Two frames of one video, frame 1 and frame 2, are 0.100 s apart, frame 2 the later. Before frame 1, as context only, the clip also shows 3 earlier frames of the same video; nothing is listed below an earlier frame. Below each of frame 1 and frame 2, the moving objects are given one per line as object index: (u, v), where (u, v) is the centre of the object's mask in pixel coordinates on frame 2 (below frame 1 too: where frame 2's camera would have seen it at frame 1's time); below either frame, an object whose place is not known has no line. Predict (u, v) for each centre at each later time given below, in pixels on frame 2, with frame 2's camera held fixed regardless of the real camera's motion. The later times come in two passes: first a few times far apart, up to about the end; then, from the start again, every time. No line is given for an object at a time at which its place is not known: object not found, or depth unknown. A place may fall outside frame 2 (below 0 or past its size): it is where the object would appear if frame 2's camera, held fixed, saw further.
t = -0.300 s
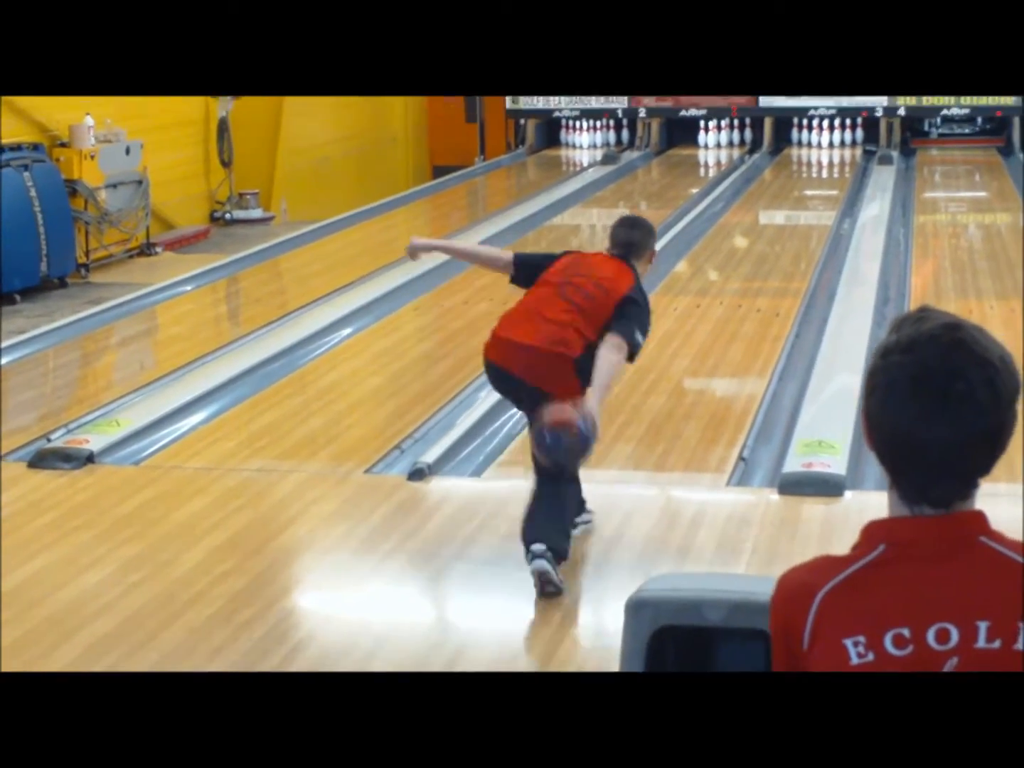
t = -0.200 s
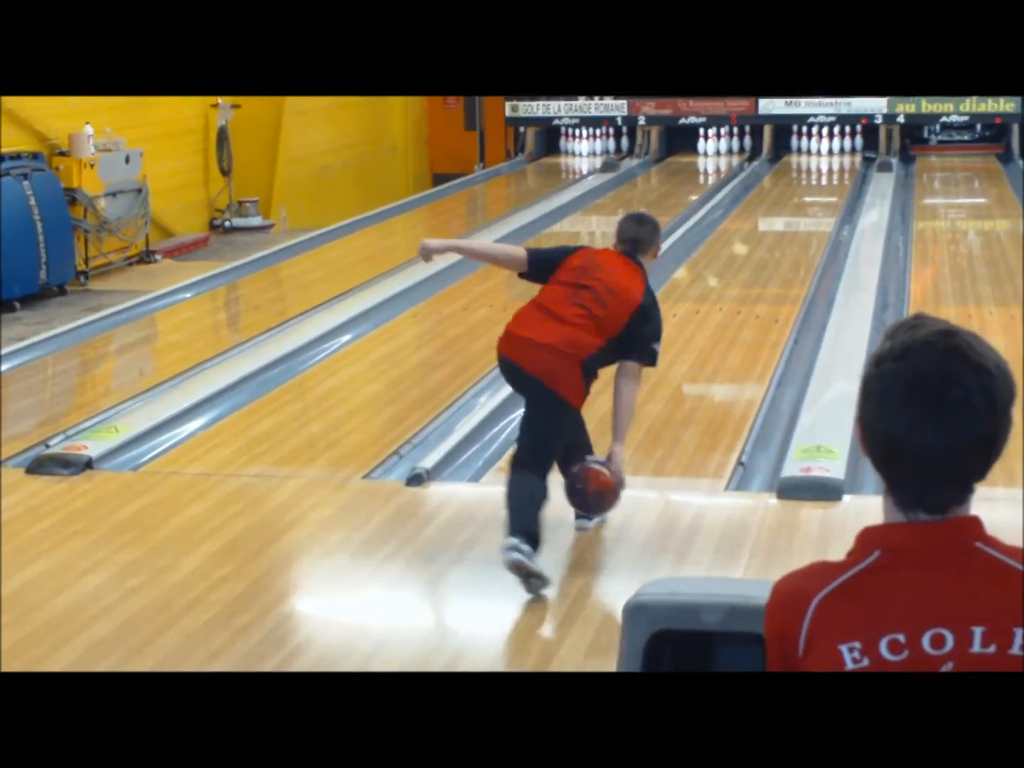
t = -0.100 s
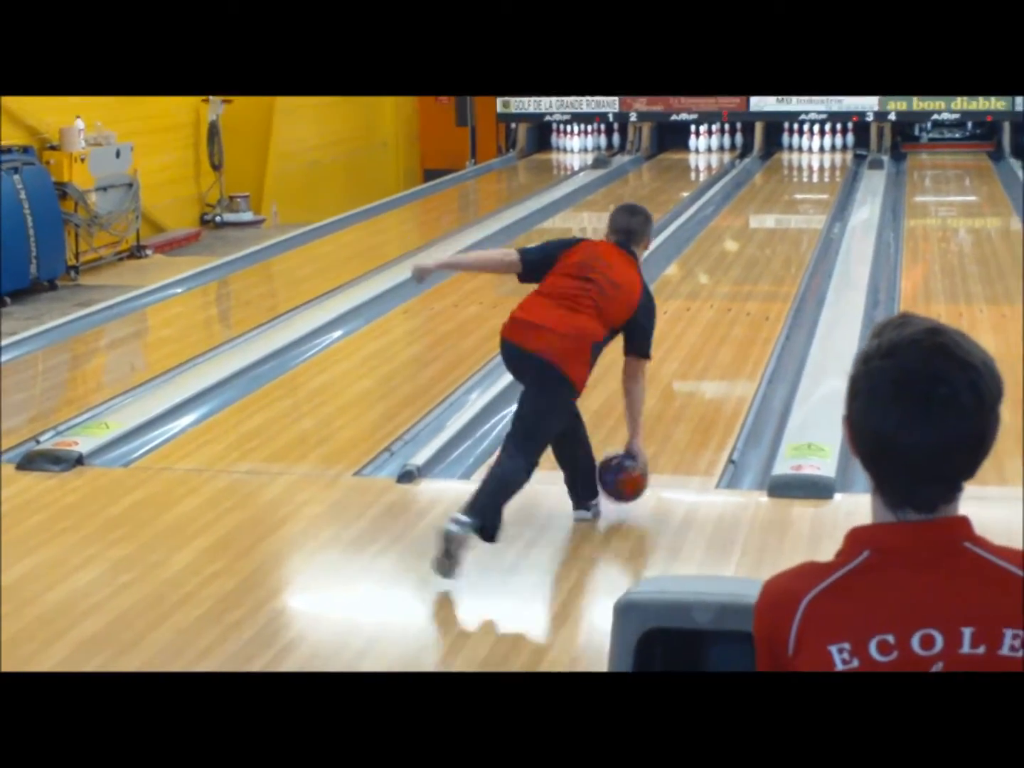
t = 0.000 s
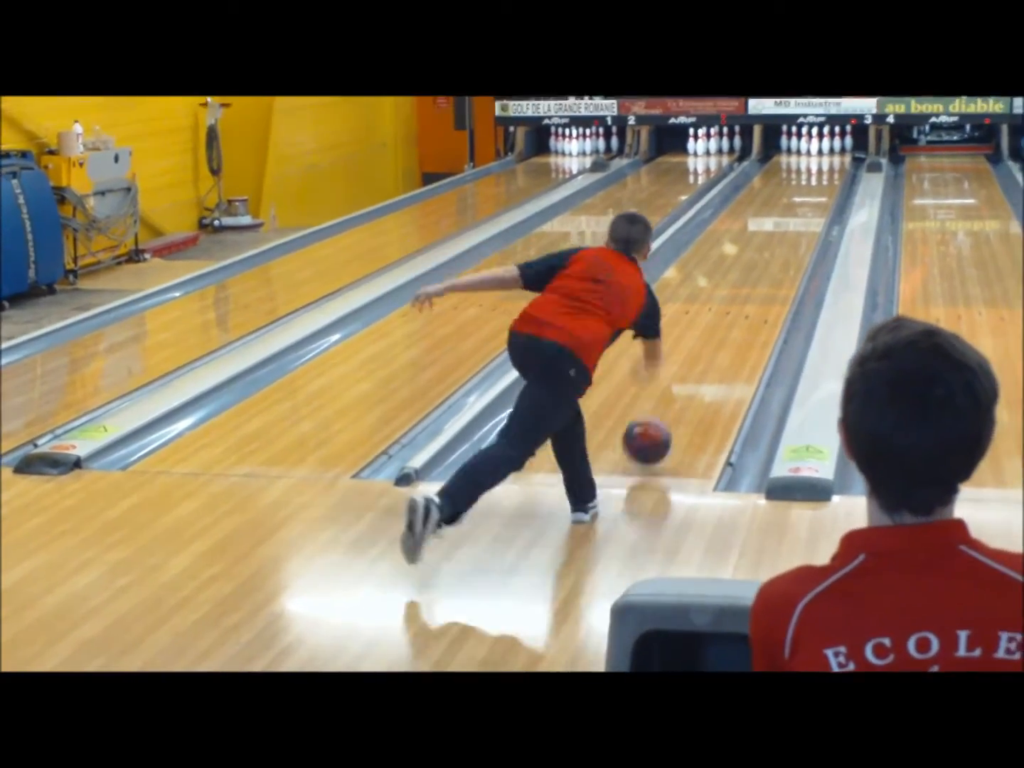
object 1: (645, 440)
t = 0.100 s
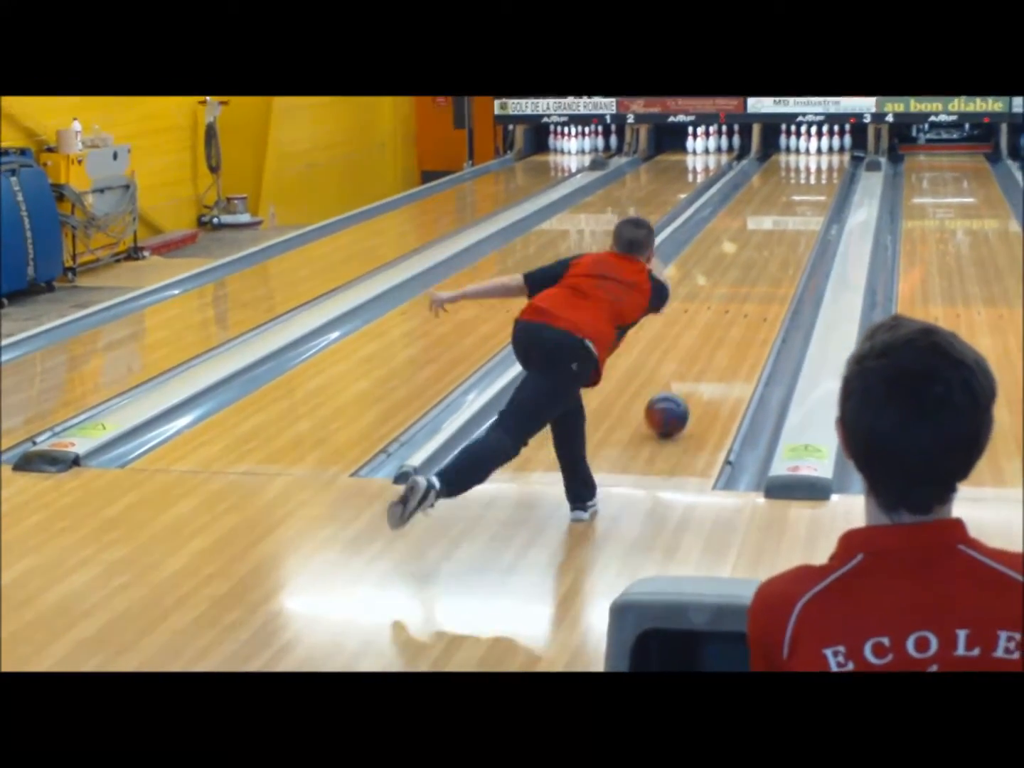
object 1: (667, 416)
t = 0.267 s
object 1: (696, 370)
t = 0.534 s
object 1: (729, 316)
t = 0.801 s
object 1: (753, 276)
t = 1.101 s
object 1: (774, 242)
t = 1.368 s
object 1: (788, 218)
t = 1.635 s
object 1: (799, 200)
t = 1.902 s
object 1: (808, 184)
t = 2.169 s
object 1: (814, 171)
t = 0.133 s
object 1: (673, 406)
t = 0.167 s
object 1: (679, 397)
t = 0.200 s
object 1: (684, 388)
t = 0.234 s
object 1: (691, 378)
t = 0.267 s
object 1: (696, 370)
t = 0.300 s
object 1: (701, 363)
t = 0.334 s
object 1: (705, 355)
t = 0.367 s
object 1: (709, 348)
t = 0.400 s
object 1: (714, 341)
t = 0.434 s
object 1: (718, 334)
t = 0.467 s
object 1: (722, 328)
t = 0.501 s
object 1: (726, 322)
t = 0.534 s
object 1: (729, 316)
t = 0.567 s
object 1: (733, 310)
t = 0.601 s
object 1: (736, 305)
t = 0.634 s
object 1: (740, 299)
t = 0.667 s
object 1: (742, 294)
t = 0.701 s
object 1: (745, 290)
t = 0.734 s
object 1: (748, 285)
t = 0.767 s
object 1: (751, 281)
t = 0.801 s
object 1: (753, 276)
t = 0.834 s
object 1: (756, 272)
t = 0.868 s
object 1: (759, 268)
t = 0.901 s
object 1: (761, 264)
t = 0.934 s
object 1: (763, 260)
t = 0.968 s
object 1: (766, 256)
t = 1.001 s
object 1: (767, 253)
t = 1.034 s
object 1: (770, 249)
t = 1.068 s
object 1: (772, 246)
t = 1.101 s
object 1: (774, 242)
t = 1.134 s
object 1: (776, 239)
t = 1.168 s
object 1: (778, 235)
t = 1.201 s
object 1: (780, 232)
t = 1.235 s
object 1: (782, 229)
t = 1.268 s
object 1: (784, 226)
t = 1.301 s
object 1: (785, 224)
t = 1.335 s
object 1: (787, 221)
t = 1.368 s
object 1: (788, 218)
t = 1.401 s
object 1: (790, 216)
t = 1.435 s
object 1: (791, 213)
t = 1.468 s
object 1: (793, 211)
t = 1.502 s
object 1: (794, 209)
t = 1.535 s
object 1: (795, 206)
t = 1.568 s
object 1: (797, 204)
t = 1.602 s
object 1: (798, 202)
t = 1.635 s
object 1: (799, 200)
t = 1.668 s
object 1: (801, 198)
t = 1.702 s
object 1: (802, 196)
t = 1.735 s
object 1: (803, 194)
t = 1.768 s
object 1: (804, 191)
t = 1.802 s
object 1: (805, 190)
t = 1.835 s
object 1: (806, 188)
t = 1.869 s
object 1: (807, 186)
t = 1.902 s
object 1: (808, 184)
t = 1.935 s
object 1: (809, 182)
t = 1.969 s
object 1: (810, 181)
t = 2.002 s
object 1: (810, 179)
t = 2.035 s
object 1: (812, 177)
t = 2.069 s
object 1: (813, 175)
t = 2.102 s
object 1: (813, 174)
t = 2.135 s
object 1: (814, 172)
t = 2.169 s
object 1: (814, 171)
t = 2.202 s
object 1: (814, 170)
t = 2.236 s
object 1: (815, 168)
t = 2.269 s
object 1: (815, 166)
